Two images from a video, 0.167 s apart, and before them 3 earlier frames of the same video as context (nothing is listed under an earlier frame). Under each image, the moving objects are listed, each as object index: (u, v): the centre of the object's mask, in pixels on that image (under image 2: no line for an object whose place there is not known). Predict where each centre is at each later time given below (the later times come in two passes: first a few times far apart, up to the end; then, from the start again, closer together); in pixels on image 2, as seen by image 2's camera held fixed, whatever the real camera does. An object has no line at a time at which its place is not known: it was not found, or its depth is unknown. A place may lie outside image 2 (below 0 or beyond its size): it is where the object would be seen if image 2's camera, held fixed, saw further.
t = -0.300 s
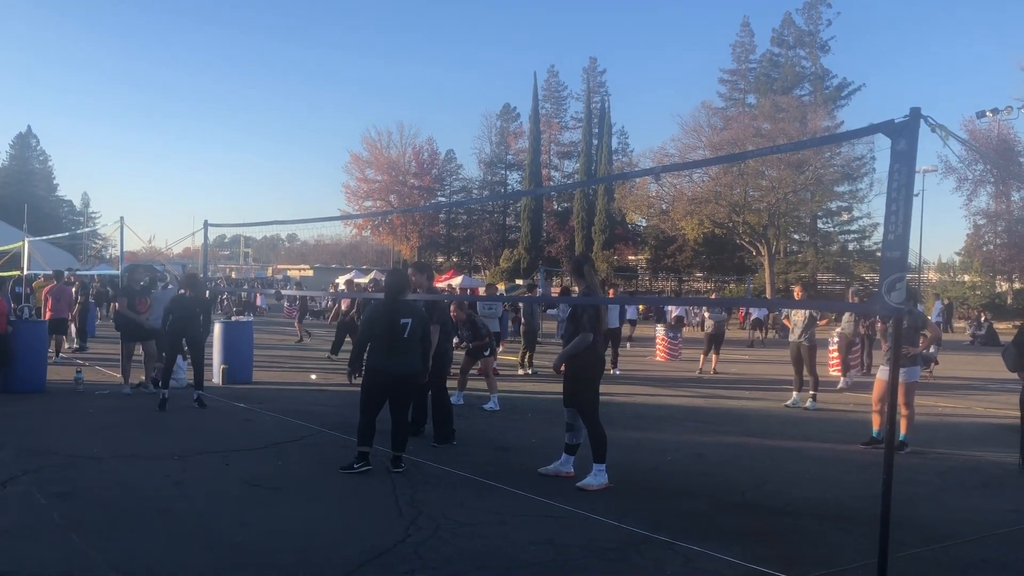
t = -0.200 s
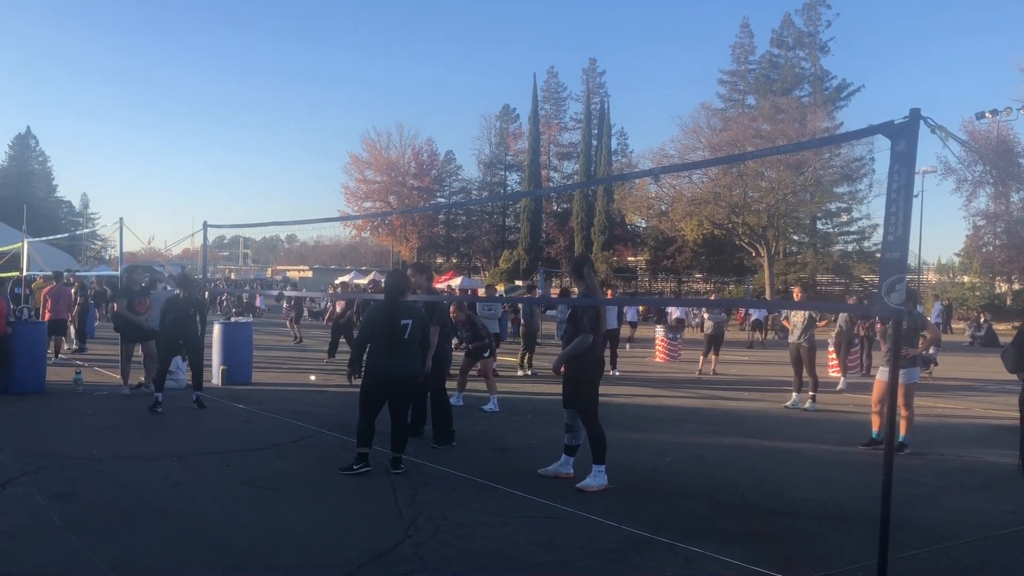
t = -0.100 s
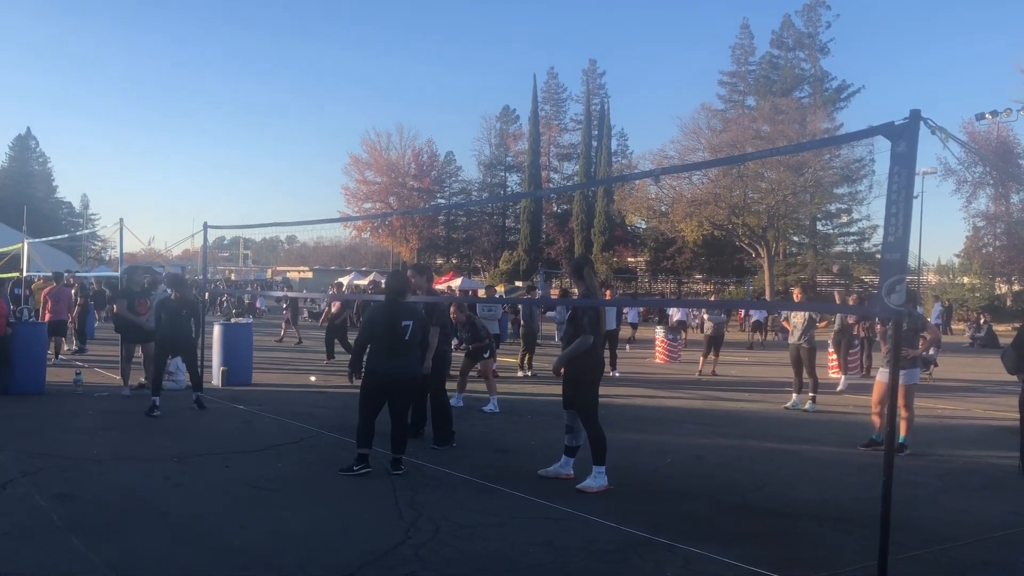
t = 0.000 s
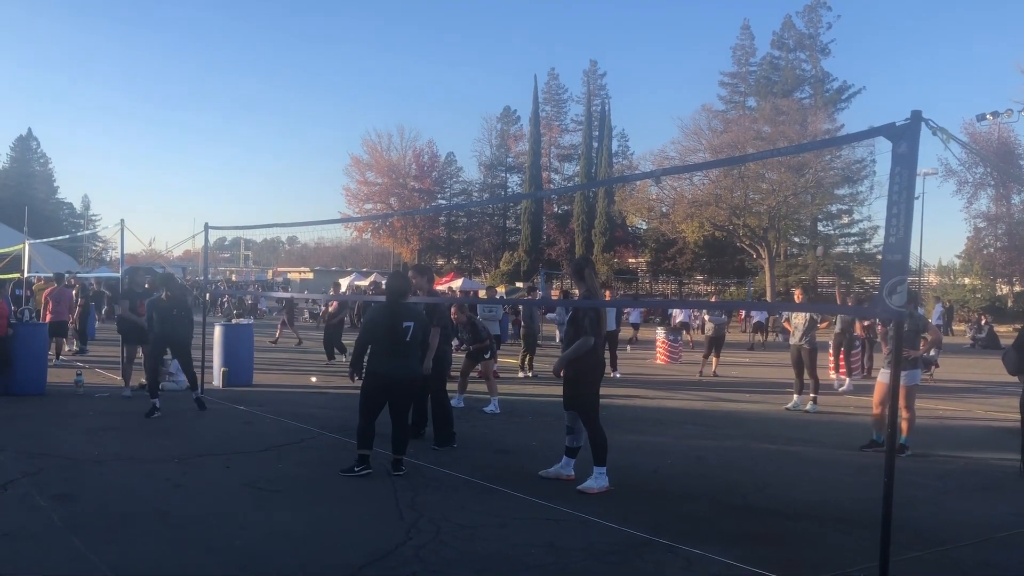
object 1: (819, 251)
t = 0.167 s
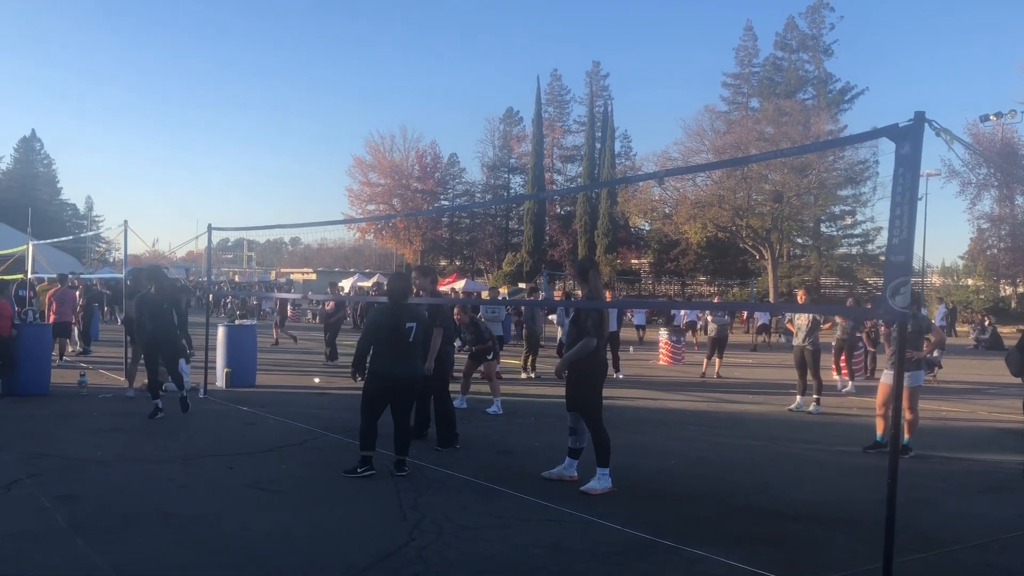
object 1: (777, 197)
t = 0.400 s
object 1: (691, 125)
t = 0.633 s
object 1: (576, 66)
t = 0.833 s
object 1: (429, 42)
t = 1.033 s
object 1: (198, 66)
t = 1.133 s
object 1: (22, 112)
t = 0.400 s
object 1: (691, 125)
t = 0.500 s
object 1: (647, 98)
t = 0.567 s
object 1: (613, 82)
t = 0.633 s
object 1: (576, 66)
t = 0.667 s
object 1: (556, 60)
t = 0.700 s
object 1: (534, 54)
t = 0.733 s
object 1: (510, 49)
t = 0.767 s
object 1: (485, 45)
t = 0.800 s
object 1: (458, 43)
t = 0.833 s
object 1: (429, 42)
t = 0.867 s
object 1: (397, 41)
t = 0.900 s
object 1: (364, 43)
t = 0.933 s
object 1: (328, 46)
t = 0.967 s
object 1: (288, 50)
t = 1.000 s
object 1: (245, 57)
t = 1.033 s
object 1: (198, 66)
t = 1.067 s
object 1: (145, 79)
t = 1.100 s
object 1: (88, 94)
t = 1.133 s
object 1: (22, 112)
